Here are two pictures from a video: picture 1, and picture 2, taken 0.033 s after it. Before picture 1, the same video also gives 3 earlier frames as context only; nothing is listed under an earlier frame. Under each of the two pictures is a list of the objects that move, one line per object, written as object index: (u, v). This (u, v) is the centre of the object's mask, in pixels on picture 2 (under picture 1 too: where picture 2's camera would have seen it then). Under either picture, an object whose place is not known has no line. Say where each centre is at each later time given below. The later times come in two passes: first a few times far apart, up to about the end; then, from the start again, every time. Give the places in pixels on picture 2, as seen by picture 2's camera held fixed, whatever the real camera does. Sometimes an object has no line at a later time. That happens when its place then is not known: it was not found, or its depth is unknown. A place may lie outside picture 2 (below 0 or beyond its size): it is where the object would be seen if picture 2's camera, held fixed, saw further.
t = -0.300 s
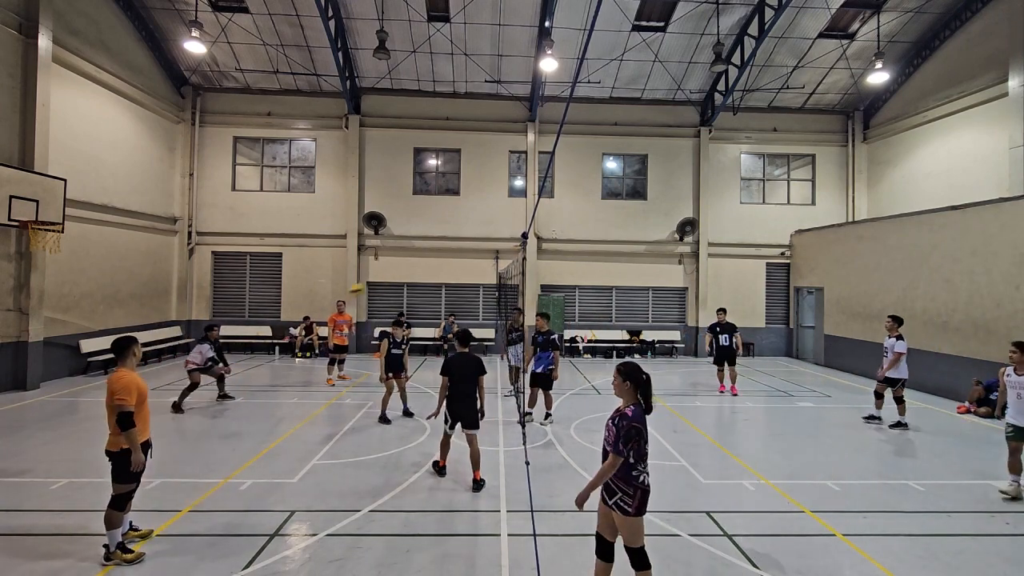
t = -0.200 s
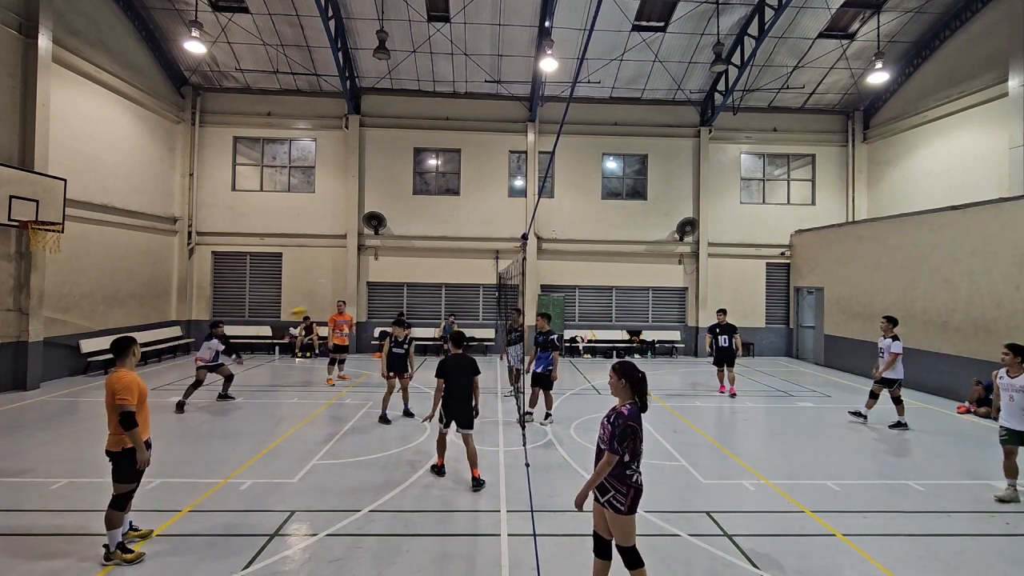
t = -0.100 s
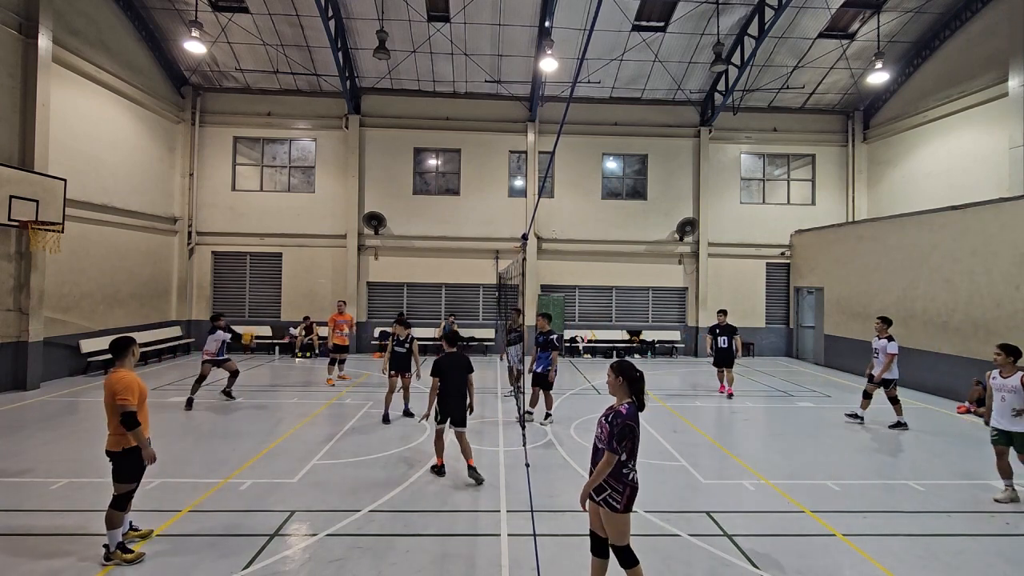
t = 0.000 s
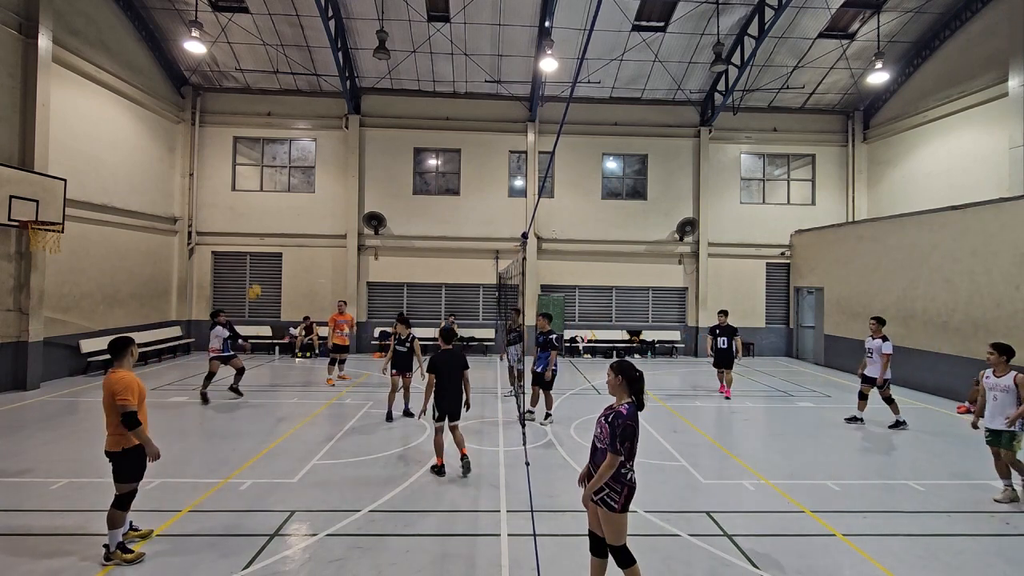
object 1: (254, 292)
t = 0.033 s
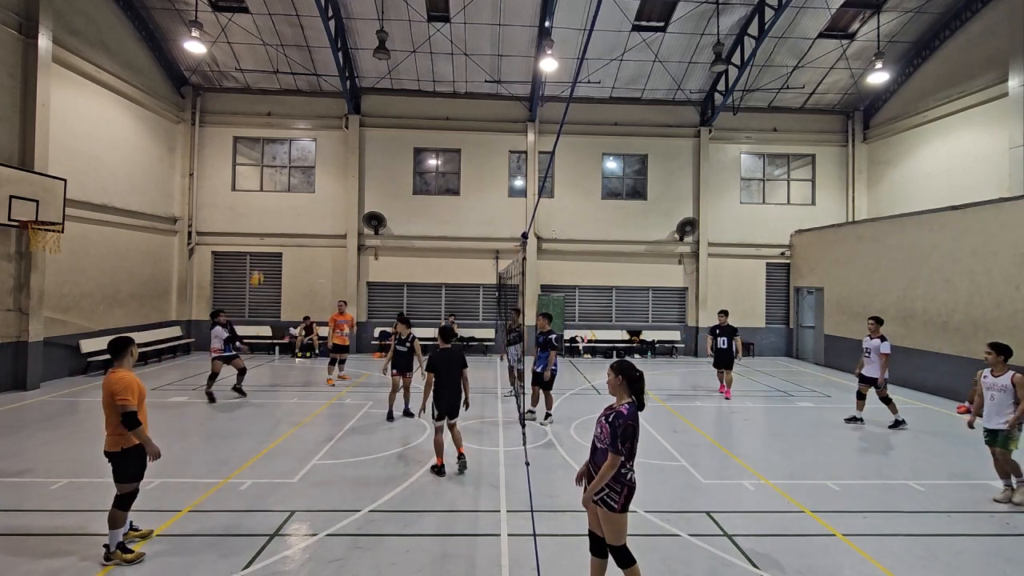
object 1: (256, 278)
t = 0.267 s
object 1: (269, 200)
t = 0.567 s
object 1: (283, 139)
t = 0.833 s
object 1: (294, 126)
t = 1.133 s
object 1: (307, 167)
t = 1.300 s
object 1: (315, 218)
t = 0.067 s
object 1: (258, 265)
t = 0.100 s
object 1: (260, 254)
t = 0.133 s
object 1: (262, 241)
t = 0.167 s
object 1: (263, 231)
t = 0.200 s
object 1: (266, 220)
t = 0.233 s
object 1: (267, 209)
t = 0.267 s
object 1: (269, 200)
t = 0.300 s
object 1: (270, 190)
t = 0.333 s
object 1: (273, 181)
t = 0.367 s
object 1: (274, 173)
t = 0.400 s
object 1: (275, 166)
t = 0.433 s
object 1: (277, 160)
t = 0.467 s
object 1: (278, 153)
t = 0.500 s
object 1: (280, 147)
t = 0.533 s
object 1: (282, 143)
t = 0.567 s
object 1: (283, 139)
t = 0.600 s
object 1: (284, 135)
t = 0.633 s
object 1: (285, 132)
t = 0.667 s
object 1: (288, 129)
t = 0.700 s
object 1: (289, 127)
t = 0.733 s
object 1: (291, 126)
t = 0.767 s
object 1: (292, 126)
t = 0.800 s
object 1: (293, 126)
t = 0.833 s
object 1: (294, 126)
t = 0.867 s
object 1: (295, 128)
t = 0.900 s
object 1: (297, 130)
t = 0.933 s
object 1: (299, 133)
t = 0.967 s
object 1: (300, 137)
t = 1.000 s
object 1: (301, 141)
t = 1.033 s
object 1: (302, 146)
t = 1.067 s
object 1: (304, 153)
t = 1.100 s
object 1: (306, 160)
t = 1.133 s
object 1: (307, 167)
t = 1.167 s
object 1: (308, 174)
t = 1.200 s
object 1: (310, 184)
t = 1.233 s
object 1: (312, 194)
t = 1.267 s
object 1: (313, 205)
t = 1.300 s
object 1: (315, 218)
